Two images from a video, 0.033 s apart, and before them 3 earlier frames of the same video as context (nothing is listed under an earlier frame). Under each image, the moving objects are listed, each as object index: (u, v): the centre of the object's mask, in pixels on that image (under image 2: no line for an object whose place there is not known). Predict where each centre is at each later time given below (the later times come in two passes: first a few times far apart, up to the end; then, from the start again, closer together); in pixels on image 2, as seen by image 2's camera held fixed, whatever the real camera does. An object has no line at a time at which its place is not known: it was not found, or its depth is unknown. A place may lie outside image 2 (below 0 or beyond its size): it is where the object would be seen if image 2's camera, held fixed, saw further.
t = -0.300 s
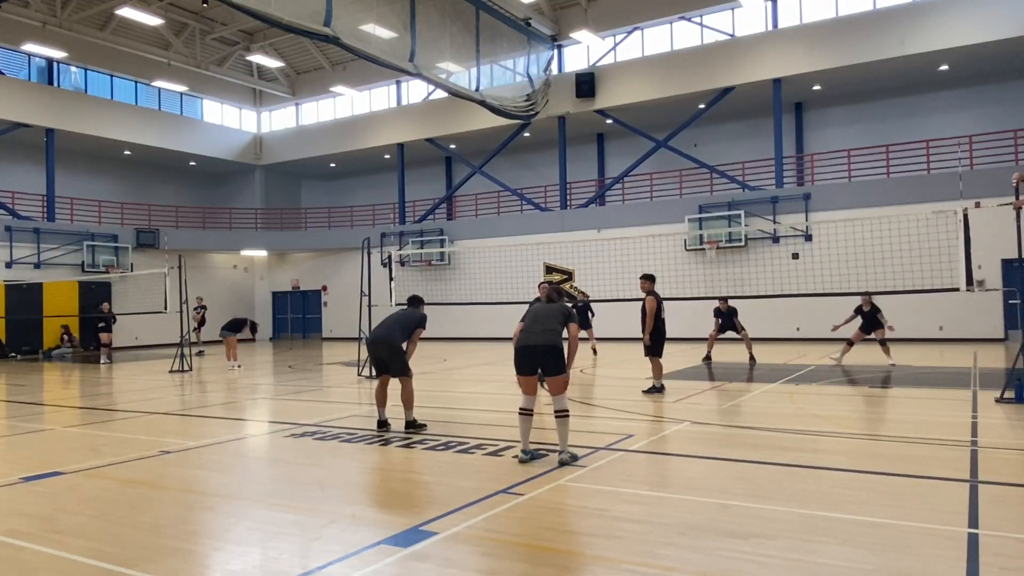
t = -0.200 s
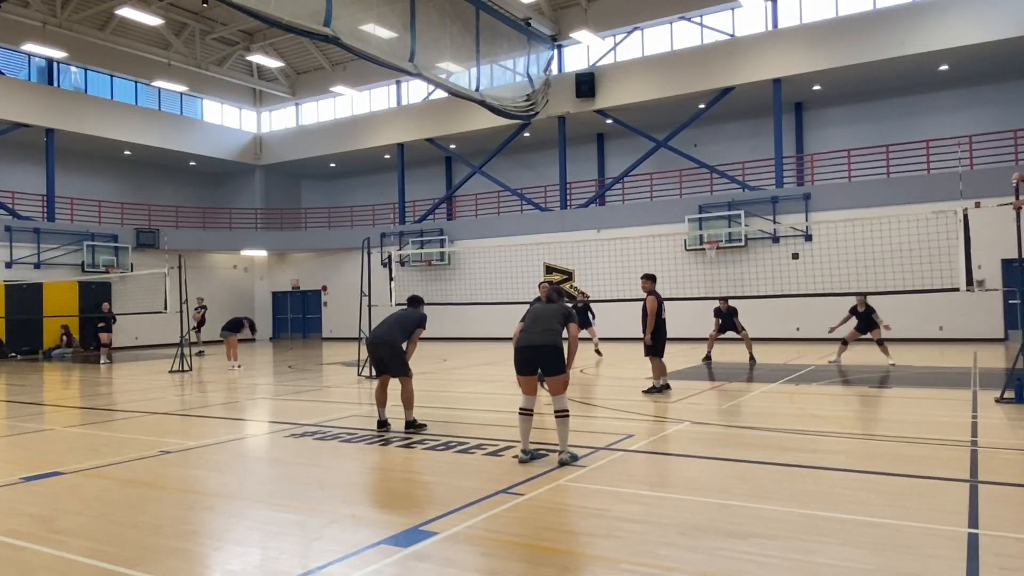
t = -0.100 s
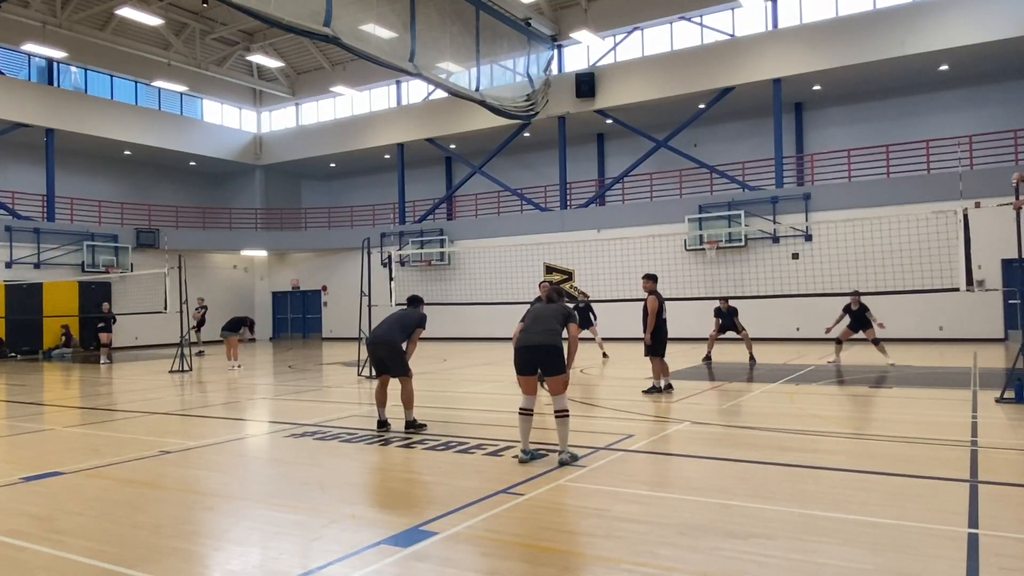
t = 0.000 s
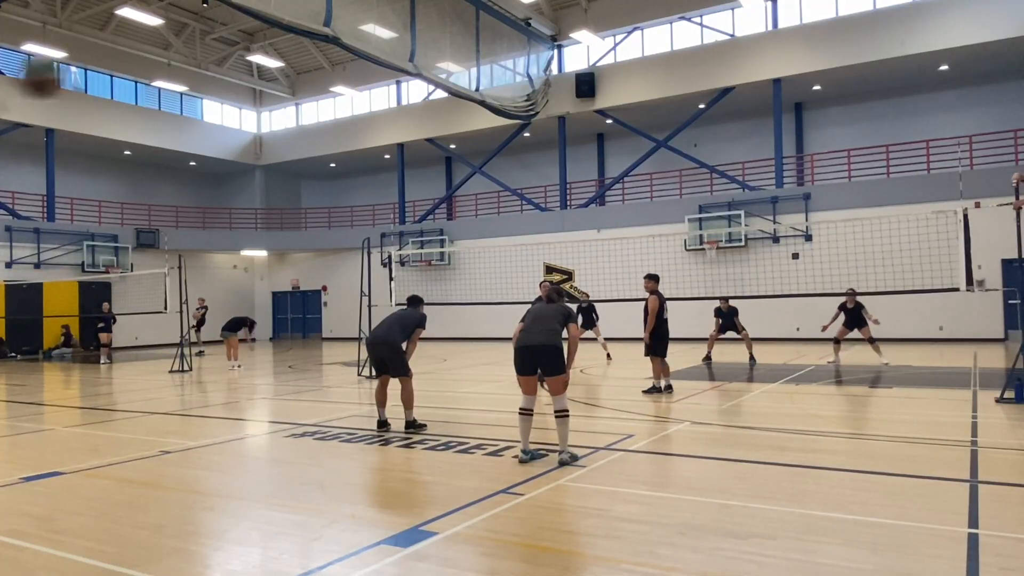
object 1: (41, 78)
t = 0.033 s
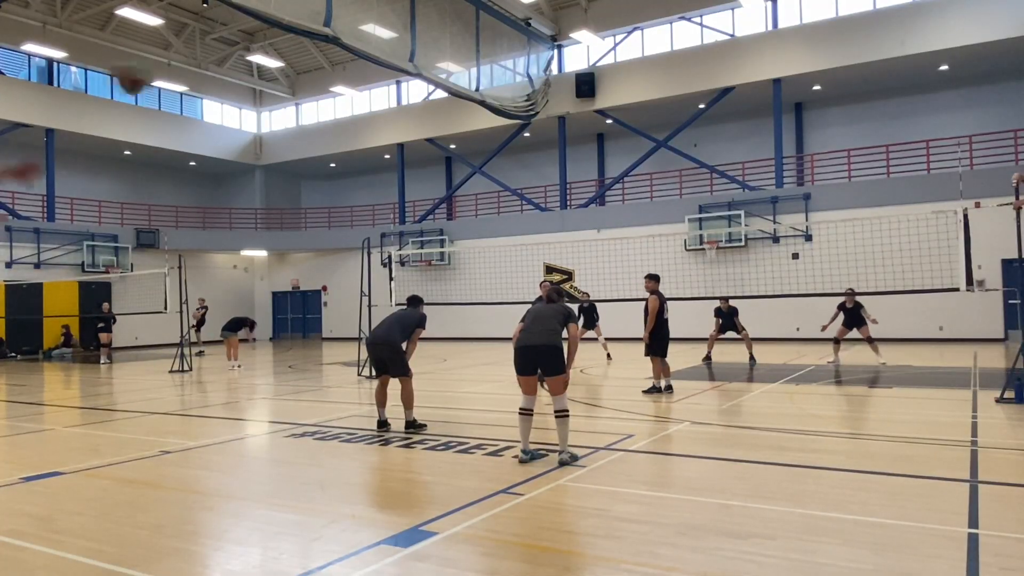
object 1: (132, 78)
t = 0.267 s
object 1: (431, 106)
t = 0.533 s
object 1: (557, 164)
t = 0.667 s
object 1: (594, 194)
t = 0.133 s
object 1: (304, 84)
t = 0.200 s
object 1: (377, 94)
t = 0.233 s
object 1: (406, 100)
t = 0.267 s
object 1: (431, 106)
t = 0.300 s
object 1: (454, 114)
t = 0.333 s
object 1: (474, 120)
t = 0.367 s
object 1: (492, 127)
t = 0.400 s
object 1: (507, 134)
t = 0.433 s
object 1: (522, 140)
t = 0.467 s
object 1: (534, 149)
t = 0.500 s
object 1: (546, 157)
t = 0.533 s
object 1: (557, 164)
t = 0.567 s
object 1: (567, 172)
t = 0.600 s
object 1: (576, 180)
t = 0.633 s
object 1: (586, 186)
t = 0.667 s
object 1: (594, 194)
